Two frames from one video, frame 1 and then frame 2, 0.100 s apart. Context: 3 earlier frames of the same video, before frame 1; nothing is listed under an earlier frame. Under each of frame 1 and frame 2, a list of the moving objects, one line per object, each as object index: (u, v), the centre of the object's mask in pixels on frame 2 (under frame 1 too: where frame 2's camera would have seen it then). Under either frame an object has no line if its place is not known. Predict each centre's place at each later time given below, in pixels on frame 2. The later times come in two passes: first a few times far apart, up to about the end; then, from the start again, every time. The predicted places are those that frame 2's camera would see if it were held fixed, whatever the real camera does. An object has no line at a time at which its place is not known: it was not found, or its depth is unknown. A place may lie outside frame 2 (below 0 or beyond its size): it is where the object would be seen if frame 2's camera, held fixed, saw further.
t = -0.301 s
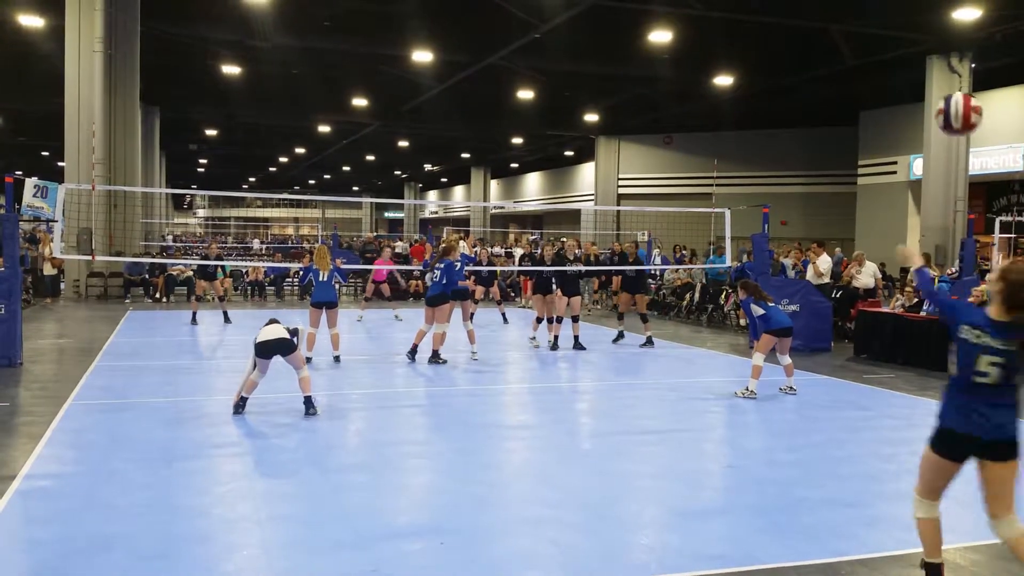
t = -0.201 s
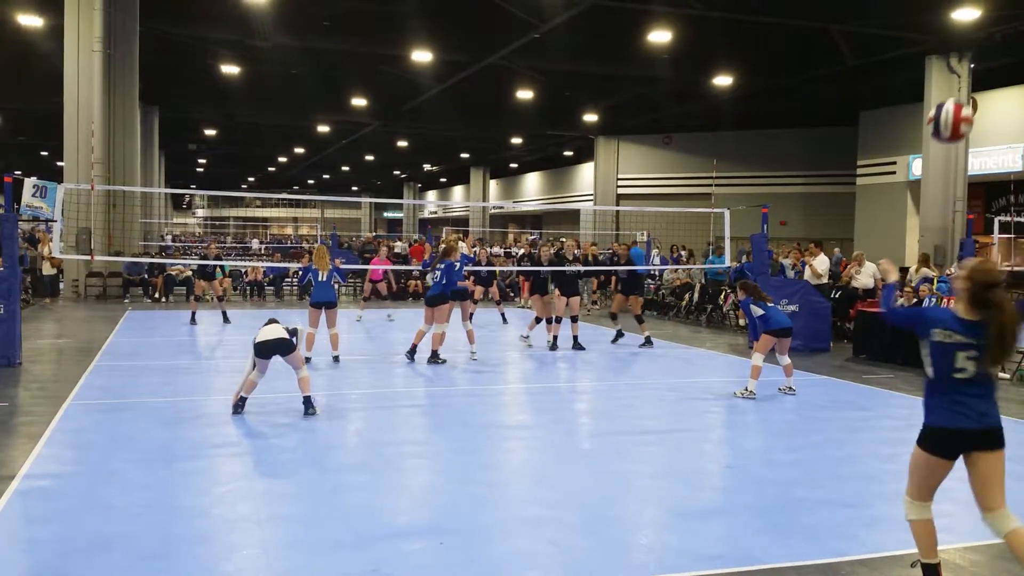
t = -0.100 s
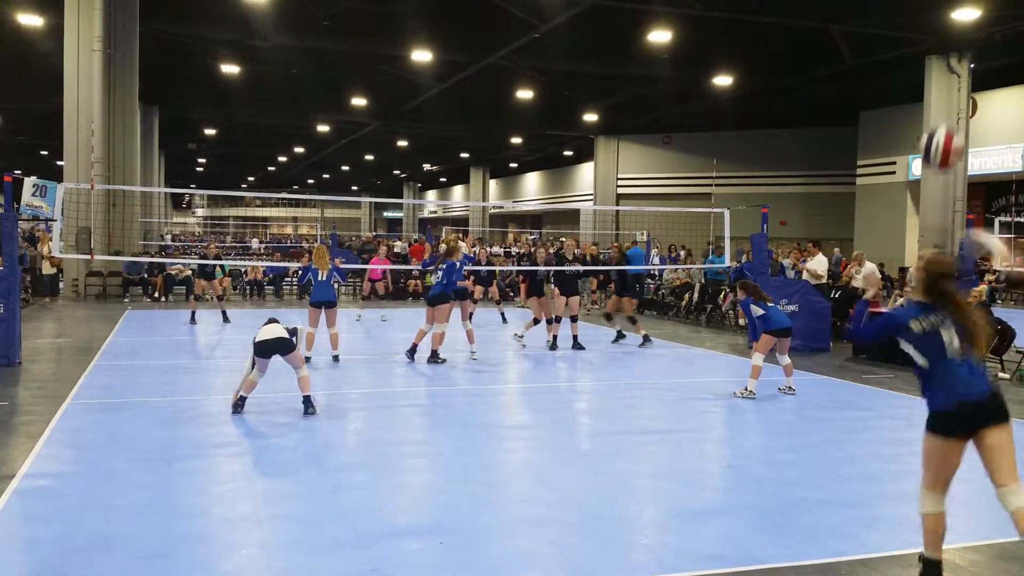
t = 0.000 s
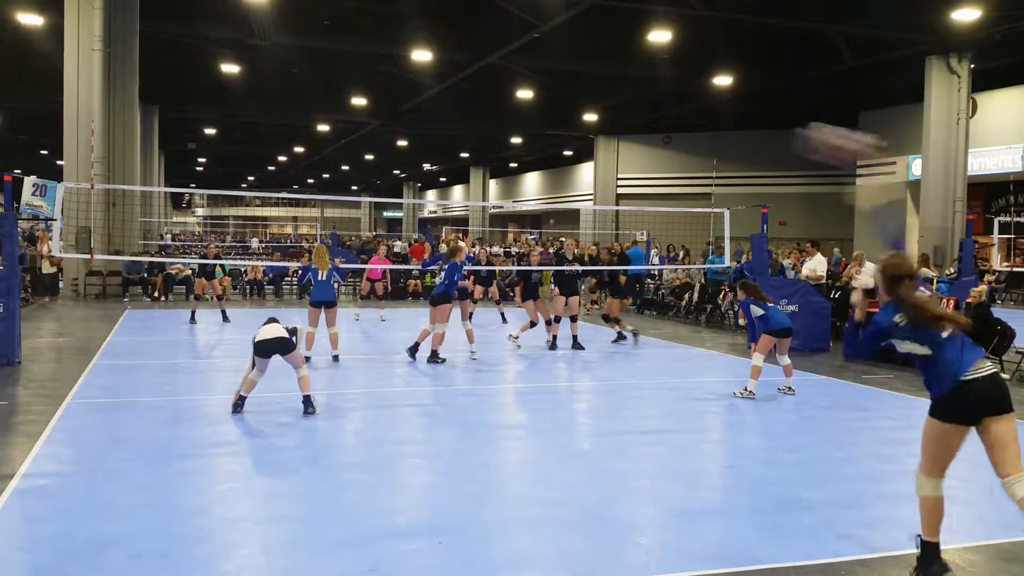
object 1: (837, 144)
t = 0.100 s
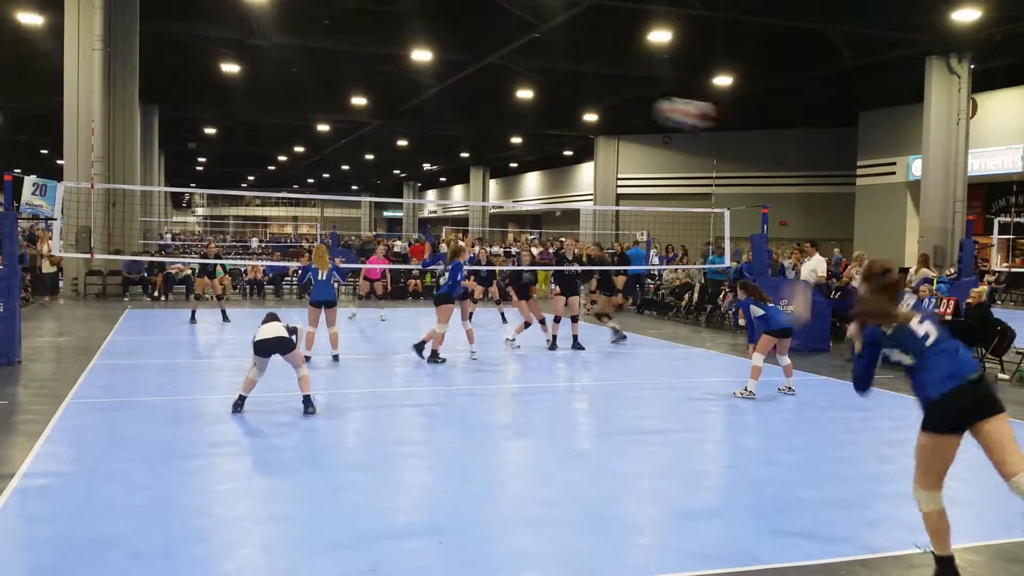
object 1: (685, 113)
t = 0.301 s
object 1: (510, 103)
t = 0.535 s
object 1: (407, 128)
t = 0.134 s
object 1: (647, 108)
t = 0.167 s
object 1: (613, 103)
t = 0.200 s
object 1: (583, 100)
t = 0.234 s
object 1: (557, 99)
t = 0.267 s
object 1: (535, 101)
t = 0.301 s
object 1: (510, 103)
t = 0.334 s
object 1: (492, 104)
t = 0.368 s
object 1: (474, 107)
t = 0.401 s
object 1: (458, 111)
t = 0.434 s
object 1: (443, 114)
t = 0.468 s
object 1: (429, 119)
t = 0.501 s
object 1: (418, 123)
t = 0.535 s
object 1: (407, 128)
